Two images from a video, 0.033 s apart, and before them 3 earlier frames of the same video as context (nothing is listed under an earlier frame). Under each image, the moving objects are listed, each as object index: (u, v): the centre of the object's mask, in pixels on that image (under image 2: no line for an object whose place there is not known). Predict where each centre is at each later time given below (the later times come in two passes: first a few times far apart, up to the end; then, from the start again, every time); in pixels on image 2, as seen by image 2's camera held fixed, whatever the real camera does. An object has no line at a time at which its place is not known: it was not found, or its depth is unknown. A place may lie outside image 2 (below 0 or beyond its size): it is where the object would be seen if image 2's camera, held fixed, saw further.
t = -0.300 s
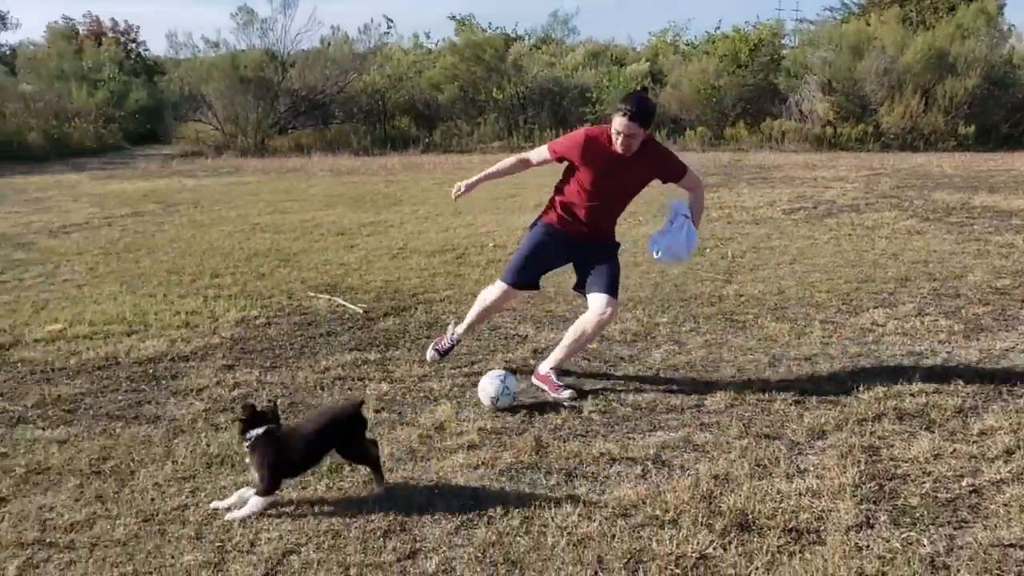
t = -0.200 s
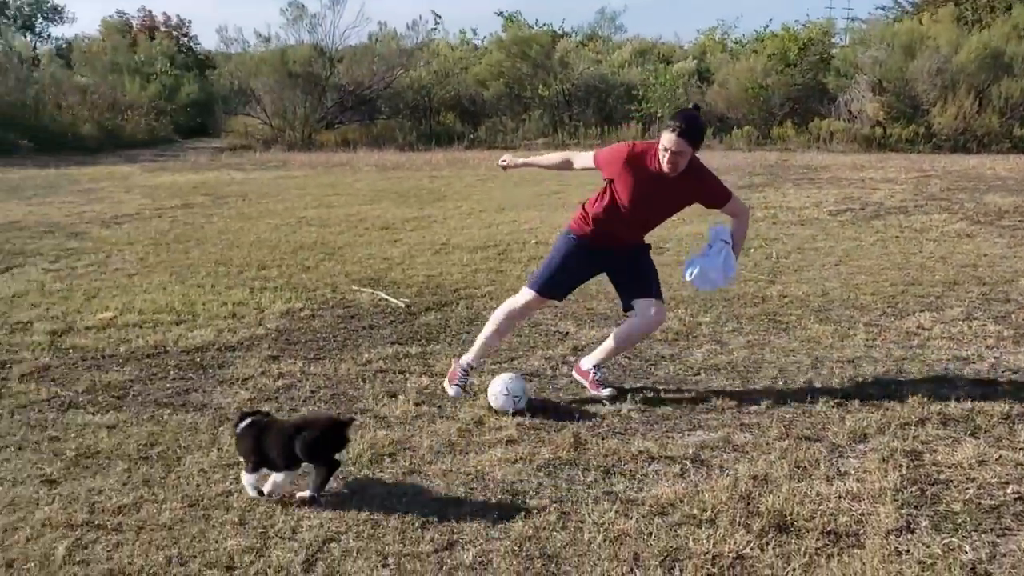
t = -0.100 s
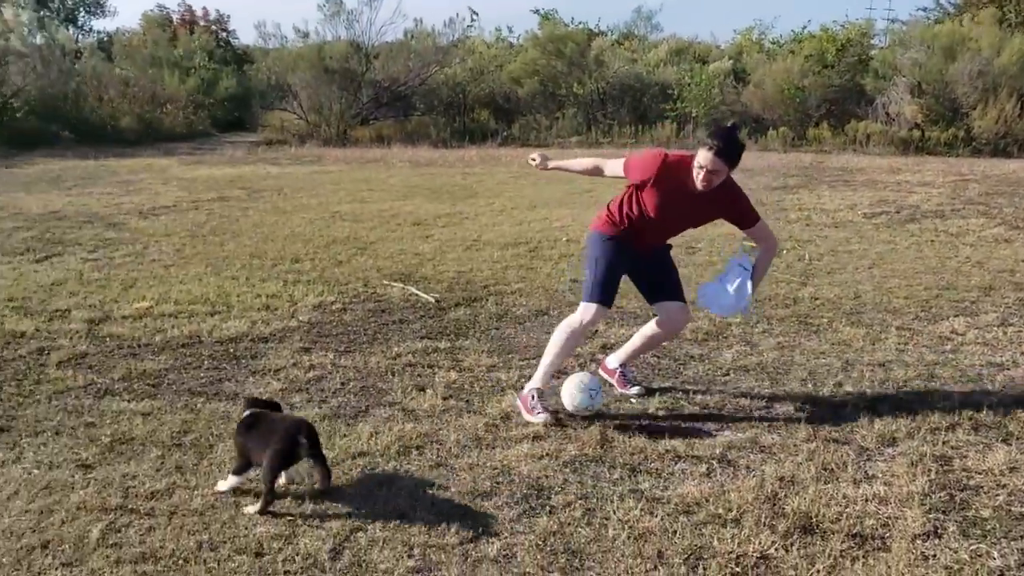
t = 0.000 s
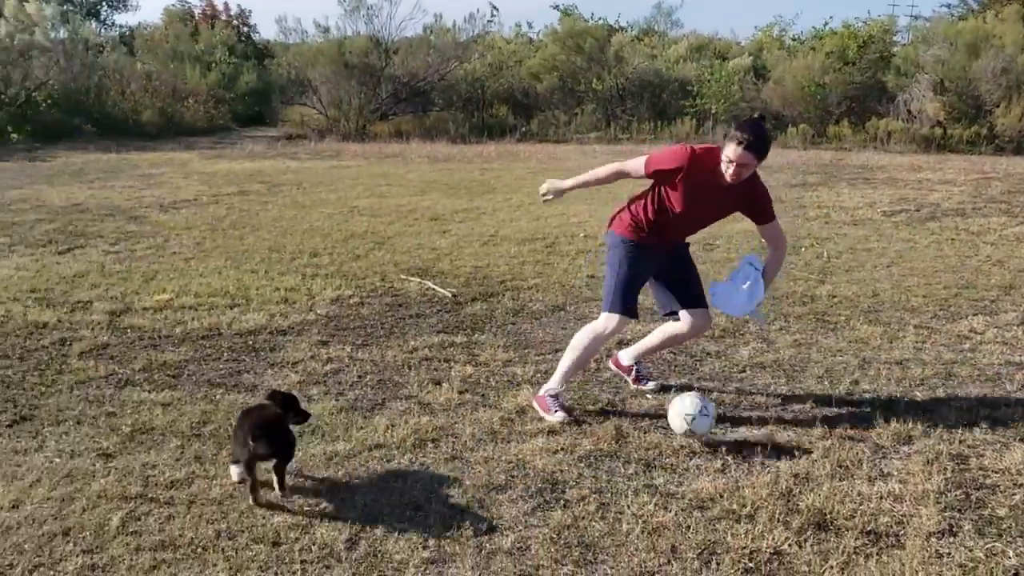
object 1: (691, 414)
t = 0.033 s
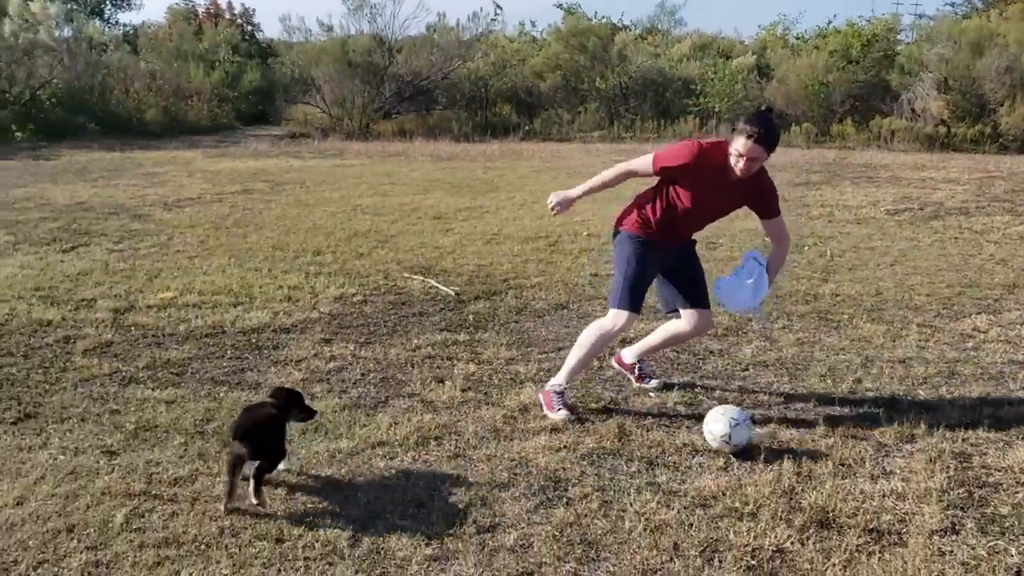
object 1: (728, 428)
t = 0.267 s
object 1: (927, 491)
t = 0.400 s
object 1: (1017, 516)
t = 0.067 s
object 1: (758, 439)
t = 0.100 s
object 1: (787, 446)
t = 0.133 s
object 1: (816, 455)
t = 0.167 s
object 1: (844, 463)
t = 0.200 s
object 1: (872, 472)
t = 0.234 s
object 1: (899, 481)
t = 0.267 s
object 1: (927, 491)
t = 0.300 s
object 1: (950, 497)
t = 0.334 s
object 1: (973, 500)
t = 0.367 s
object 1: (994, 506)
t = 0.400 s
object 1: (1017, 516)
